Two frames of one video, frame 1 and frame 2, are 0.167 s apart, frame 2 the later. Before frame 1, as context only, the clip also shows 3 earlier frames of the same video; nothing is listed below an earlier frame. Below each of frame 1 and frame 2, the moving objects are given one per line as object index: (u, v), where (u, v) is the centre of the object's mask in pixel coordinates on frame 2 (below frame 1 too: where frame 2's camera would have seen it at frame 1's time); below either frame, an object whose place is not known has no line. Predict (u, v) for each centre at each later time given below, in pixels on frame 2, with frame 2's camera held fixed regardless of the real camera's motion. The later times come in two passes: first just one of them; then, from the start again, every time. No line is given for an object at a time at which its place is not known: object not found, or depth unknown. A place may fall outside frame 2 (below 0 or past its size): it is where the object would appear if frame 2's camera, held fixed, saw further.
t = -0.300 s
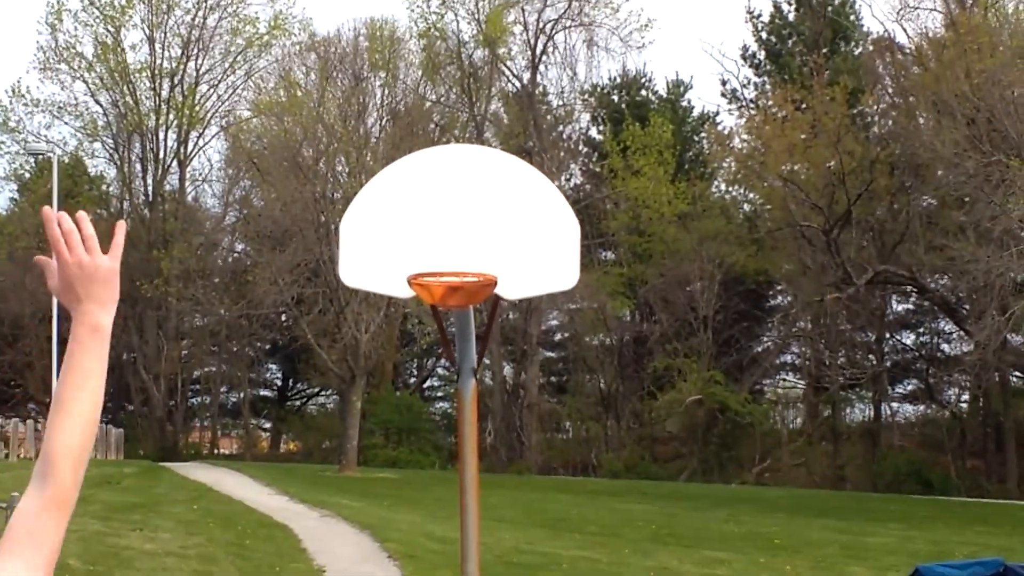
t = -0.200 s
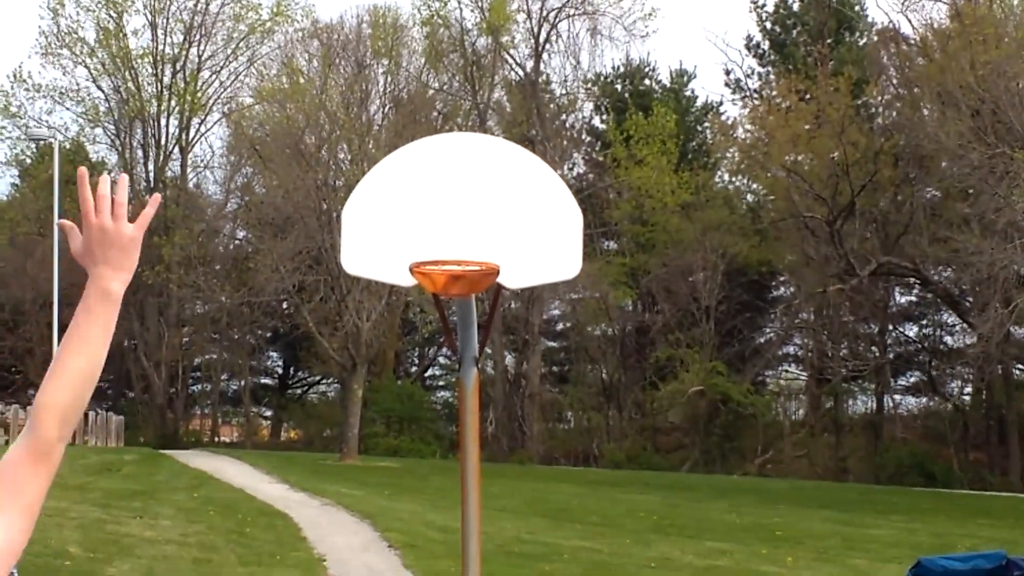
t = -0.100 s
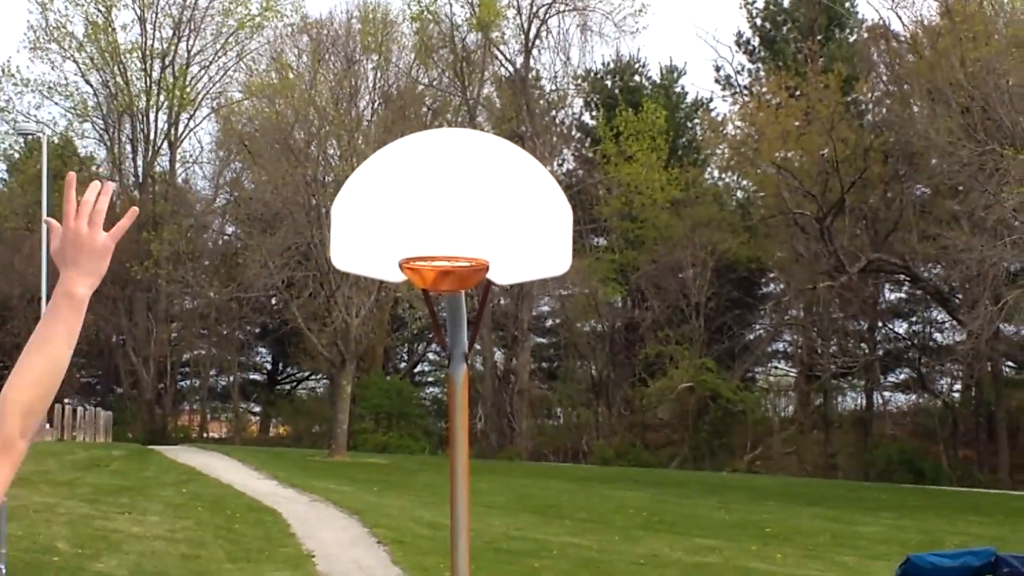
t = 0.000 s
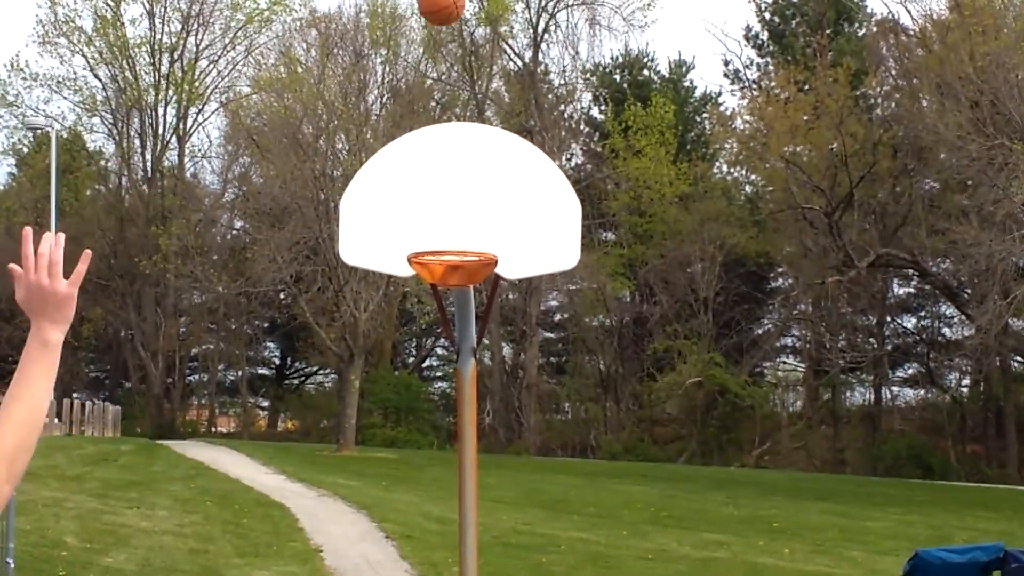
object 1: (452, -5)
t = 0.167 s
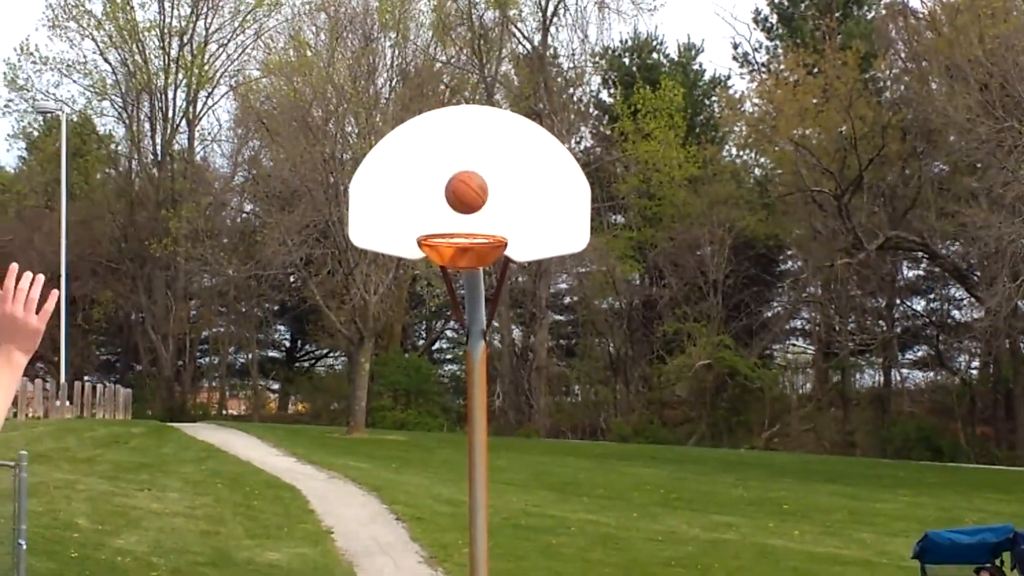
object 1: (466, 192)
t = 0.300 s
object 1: (436, 330)
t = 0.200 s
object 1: (471, 232)
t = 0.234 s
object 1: (461, 266)
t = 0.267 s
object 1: (448, 297)
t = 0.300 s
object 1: (436, 330)
